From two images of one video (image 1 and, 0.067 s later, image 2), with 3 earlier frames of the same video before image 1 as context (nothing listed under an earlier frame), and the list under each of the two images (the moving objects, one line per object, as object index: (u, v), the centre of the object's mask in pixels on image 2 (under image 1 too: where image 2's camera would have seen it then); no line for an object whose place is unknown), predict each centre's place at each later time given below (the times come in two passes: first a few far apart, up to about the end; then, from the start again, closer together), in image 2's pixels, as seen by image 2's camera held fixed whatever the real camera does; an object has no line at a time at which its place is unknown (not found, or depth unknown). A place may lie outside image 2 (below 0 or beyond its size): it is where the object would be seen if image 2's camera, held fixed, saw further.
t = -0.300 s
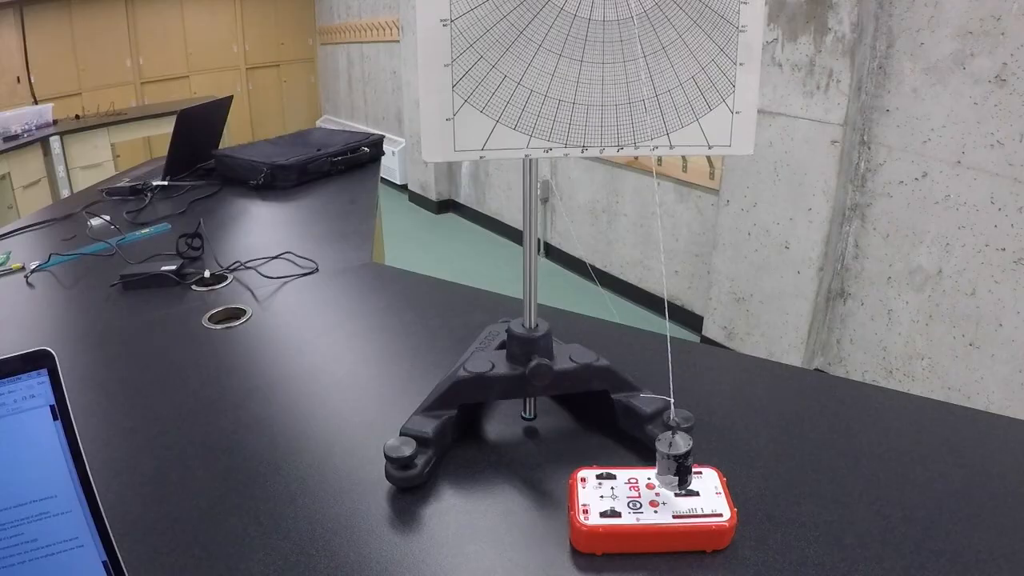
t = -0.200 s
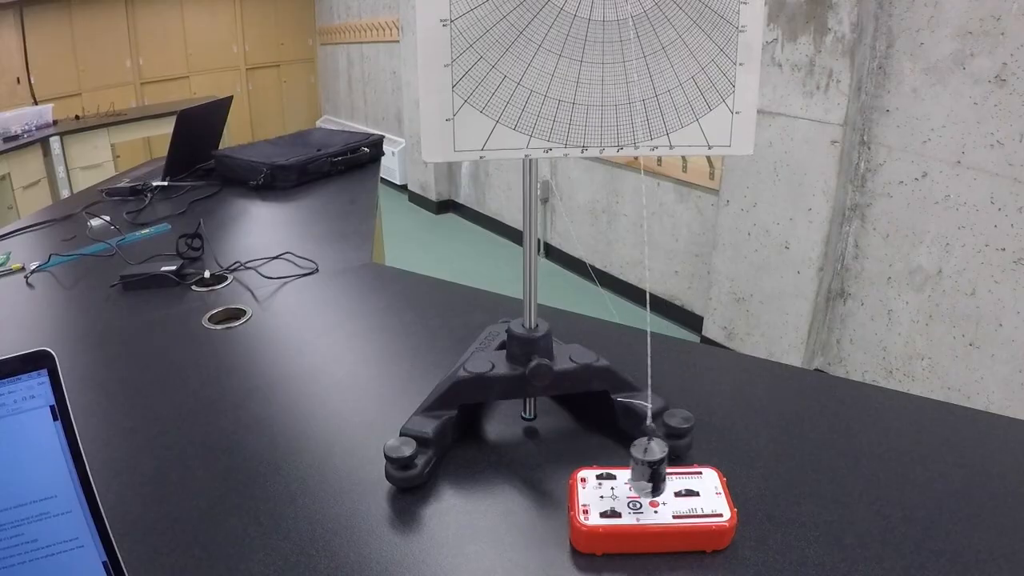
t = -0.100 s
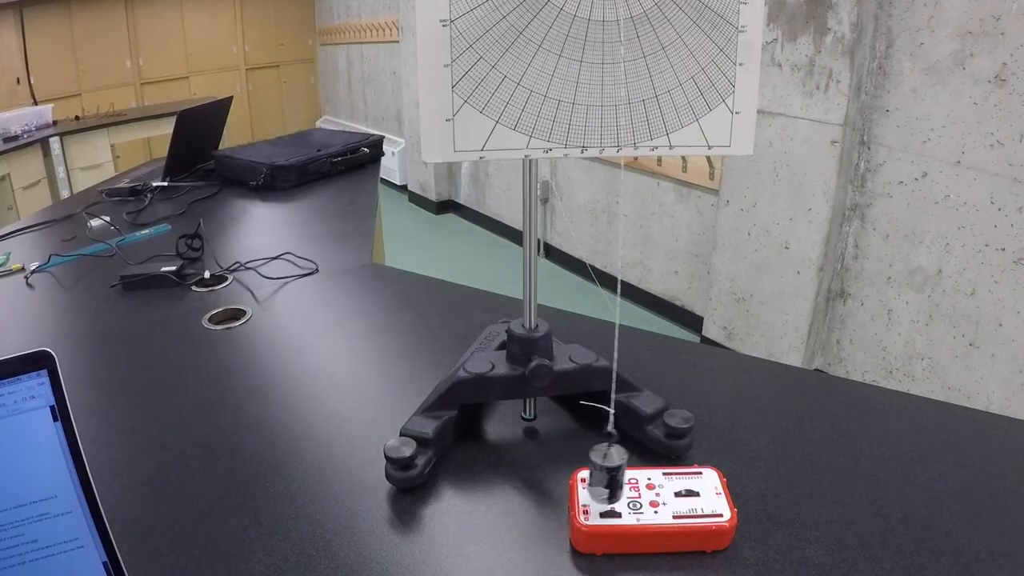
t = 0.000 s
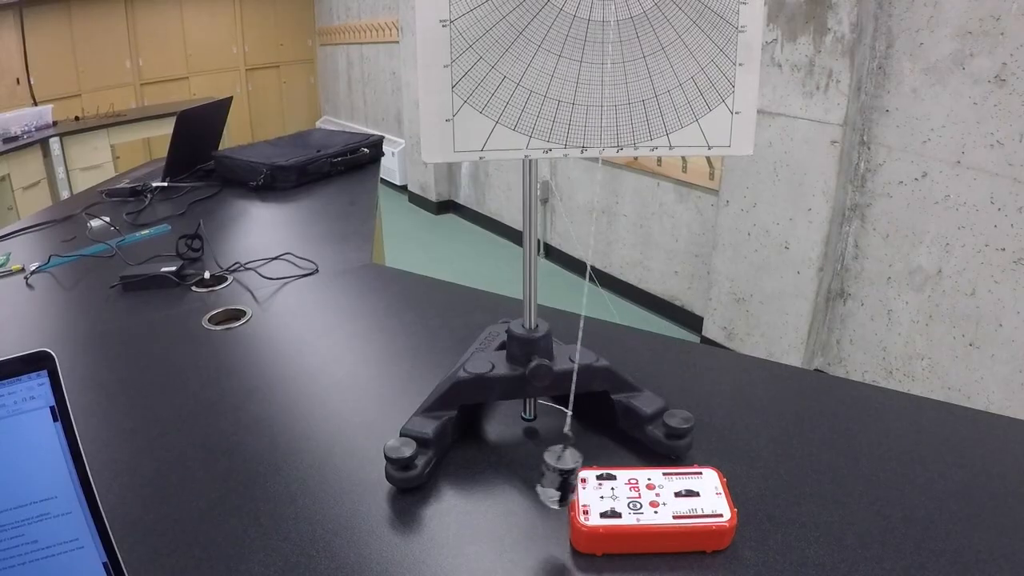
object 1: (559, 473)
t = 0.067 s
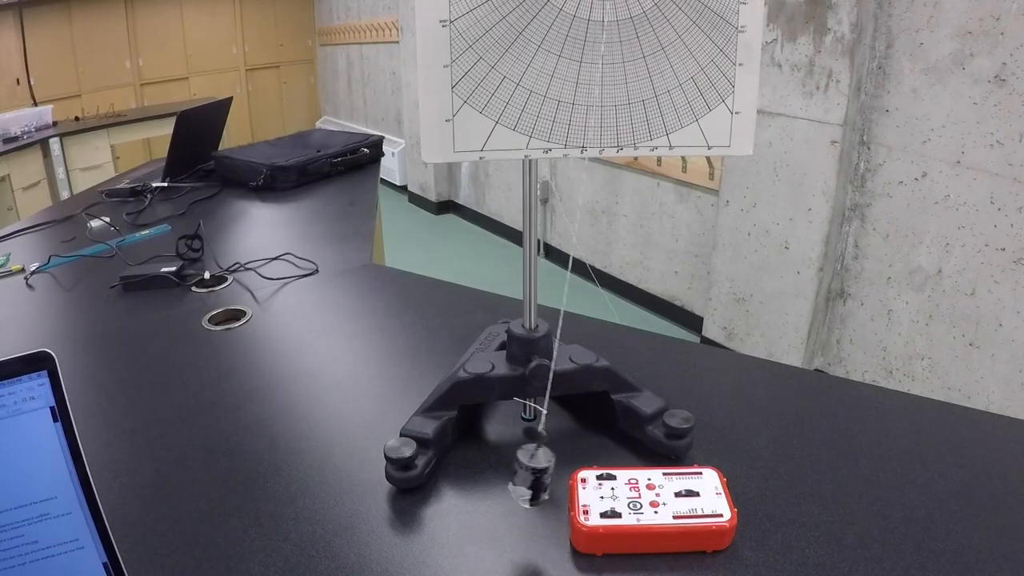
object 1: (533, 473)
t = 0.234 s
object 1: (499, 467)
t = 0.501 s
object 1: (573, 467)
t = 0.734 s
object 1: (666, 458)
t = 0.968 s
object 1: (659, 463)
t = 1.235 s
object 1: (546, 473)
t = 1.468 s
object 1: (501, 468)
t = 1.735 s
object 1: (589, 467)
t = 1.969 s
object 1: (672, 458)
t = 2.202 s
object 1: (649, 465)
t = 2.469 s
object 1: (534, 472)
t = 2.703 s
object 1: (505, 468)
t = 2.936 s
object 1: (588, 467)
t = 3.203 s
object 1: (677, 460)
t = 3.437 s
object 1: (637, 467)
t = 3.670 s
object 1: (534, 472)
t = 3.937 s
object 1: (512, 468)
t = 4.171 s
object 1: (603, 464)
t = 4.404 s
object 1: (676, 460)
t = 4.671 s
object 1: (624, 468)
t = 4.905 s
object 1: (524, 470)
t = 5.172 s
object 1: (521, 467)
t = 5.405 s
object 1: (618, 464)
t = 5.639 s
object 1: (678, 459)
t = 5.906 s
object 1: (609, 469)
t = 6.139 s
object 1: (515, 469)
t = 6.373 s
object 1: (520, 467)
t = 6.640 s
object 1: (632, 464)
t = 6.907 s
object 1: (674, 461)
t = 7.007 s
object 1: (650, 464)
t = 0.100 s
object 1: (521, 471)
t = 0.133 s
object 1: (511, 472)
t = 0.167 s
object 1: (505, 471)
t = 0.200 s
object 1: (501, 469)
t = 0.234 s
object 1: (499, 467)
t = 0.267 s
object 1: (501, 467)
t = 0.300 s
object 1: (505, 467)
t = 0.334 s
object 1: (511, 468)
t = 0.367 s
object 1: (521, 468)
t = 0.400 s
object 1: (532, 468)
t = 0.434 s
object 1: (544, 468)
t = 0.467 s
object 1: (558, 468)
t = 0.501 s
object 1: (573, 467)
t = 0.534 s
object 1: (589, 466)
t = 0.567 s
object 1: (605, 464)
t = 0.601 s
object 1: (620, 464)
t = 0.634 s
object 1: (634, 462)
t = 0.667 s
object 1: (647, 461)
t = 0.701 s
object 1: (657, 459)
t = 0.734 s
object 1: (666, 458)
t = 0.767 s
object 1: (673, 458)
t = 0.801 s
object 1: (677, 457)
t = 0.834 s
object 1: (679, 458)
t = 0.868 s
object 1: (678, 459)
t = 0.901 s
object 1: (674, 460)
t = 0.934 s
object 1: (668, 462)
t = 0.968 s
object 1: (659, 463)
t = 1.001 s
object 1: (649, 464)
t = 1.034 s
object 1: (636, 467)
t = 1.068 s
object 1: (623, 469)
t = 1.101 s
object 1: (608, 470)
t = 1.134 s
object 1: (592, 472)
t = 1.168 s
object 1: (575, 473)
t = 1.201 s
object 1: (560, 474)
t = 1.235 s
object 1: (546, 473)
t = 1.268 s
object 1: (533, 473)
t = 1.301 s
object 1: (522, 471)
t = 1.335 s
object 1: (512, 472)
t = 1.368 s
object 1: (505, 471)
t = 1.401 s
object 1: (501, 470)
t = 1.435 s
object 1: (499, 469)
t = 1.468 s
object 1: (501, 468)
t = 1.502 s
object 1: (504, 469)
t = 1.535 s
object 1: (511, 468)
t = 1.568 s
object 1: (520, 468)
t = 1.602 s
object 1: (531, 466)
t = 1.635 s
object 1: (544, 468)
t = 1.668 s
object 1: (558, 468)
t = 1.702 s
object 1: (573, 468)
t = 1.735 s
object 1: (589, 467)
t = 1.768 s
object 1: (605, 464)
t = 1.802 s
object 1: (619, 463)
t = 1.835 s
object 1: (633, 462)
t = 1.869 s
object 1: (646, 462)
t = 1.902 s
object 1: (657, 459)
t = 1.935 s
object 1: (666, 459)
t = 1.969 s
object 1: (672, 458)
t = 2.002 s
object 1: (677, 457)
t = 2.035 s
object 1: (678, 458)
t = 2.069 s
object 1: (678, 458)
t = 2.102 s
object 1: (674, 460)
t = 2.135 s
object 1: (668, 463)
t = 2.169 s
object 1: (660, 463)
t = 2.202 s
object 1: (649, 465)
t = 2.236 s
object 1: (637, 467)
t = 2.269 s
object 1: (623, 469)
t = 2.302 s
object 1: (608, 470)
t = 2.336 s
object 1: (592, 472)
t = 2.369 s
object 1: (576, 473)
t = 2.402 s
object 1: (561, 473)
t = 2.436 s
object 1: (547, 473)
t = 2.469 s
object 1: (534, 472)
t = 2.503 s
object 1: (522, 470)
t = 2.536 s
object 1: (513, 472)
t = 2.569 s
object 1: (506, 470)
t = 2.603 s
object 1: (502, 469)
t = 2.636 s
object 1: (500, 468)
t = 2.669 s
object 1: (501, 468)
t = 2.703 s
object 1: (505, 468)
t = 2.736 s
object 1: (511, 468)
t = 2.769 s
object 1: (520, 468)
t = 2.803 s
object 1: (531, 469)
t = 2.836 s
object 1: (544, 469)
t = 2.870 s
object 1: (557, 468)
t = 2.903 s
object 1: (573, 468)
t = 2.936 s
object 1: (588, 467)
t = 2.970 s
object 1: (604, 465)
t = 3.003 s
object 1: (619, 464)
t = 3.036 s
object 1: (633, 463)
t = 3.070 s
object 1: (646, 462)
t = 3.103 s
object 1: (656, 460)
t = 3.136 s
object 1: (665, 460)
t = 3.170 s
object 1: (672, 459)
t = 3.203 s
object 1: (677, 460)
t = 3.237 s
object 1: (678, 458)
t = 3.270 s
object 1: (677, 459)
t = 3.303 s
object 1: (674, 462)
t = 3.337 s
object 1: (668, 463)
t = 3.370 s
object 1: (660, 463)
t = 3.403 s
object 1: (649, 465)
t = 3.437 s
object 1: (637, 467)
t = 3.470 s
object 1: (623, 468)
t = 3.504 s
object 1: (608, 470)
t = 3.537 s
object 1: (593, 472)
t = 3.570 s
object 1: (576, 473)
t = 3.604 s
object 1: (561, 472)
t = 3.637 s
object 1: (548, 473)
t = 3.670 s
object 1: (534, 472)
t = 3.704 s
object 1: (523, 470)
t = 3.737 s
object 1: (514, 469)
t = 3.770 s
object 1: (506, 469)
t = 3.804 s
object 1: (502, 468)
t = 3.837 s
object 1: (500, 468)
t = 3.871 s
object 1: (502, 467)
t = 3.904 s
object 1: (505, 469)
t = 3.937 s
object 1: (512, 468)
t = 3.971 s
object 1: (520, 467)
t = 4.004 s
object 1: (531, 468)
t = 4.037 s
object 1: (544, 469)
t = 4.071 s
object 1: (557, 468)
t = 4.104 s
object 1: (572, 468)
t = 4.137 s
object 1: (588, 467)
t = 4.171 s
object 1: (603, 464)
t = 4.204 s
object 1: (618, 464)
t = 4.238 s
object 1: (632, 463)
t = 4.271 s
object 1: (645, 461)
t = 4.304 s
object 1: (656, 460)
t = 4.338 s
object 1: (665, 460)
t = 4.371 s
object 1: (672, 459)
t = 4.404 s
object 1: (676, 460)
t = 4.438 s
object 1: (678, 459)
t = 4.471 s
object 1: (677, 459)
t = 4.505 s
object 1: (674, 460)
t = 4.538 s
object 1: (668, 463)
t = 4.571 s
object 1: (660, 463)
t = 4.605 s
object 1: (650, 464)
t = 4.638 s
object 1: (637, 467)
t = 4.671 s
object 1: (624, 468)
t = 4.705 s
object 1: (609, 469)
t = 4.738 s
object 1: (593, 471)
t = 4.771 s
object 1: (577, 472)
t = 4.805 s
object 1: (562, 473)
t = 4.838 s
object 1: (548, 473)
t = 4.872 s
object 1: (535, 472)
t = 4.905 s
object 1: (524, 470)
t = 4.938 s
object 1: (514, 470)
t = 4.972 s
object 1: (507, 469)
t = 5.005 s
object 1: (503, 468)
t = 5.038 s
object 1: (501, 468)
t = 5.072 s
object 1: (502, 467)
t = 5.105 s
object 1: (505, 468)
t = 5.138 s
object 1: (512, 468)
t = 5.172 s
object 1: (521, 467)
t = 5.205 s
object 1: (531, 469)
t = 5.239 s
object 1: (544, 469)
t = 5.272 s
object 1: (557, 468)
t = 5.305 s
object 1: (572, 468)
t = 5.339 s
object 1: (587, 467)
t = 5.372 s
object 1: (603, 465)
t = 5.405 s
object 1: (618, 464)
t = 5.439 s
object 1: (632, 464)
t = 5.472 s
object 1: (644, 462)
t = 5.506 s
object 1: (655, 460)
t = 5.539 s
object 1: (664, 461)
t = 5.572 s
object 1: (671, 459)
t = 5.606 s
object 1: (676, 459)
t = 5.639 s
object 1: (678, 459)
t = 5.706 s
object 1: (674, 461)
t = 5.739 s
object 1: (668, 463)
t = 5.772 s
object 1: (660, 463)
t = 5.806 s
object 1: (650, 464)
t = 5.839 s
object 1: (637, 466)
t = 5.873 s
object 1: (624, 468)
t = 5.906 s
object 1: (609, 469)
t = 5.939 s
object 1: (594, 471)
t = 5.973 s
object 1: (577, 471)
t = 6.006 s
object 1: (562, 472)
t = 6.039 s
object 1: (549, 472)
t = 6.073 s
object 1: (536, 471)
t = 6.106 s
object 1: (524, 470)
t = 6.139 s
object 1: (515, 469)
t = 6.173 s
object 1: (508, 468)
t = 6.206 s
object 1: (503, 467)
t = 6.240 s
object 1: (501, 467)
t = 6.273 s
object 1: (502, 466)
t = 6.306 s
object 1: (506, 466)
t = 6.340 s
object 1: (512, 467)
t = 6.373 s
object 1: (520, 467)
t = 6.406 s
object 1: (531, 468)
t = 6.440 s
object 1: (543, 468)
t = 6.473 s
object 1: (557, 468)
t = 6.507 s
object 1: (571, 468)
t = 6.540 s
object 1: (587, 467)
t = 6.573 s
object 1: (603, 466)
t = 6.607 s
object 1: (617, 464)
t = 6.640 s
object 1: (632, 464)
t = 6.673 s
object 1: (644, 462)
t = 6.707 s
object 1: (655, 461)
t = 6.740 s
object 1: (664, 461)
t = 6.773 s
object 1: (671, 460)
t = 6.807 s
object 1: (676, 459)
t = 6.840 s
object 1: (677, 459)
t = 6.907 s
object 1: (674, 461)
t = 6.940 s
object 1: (668, 462)
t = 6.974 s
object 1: (660, 462)
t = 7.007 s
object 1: (650, 464)
